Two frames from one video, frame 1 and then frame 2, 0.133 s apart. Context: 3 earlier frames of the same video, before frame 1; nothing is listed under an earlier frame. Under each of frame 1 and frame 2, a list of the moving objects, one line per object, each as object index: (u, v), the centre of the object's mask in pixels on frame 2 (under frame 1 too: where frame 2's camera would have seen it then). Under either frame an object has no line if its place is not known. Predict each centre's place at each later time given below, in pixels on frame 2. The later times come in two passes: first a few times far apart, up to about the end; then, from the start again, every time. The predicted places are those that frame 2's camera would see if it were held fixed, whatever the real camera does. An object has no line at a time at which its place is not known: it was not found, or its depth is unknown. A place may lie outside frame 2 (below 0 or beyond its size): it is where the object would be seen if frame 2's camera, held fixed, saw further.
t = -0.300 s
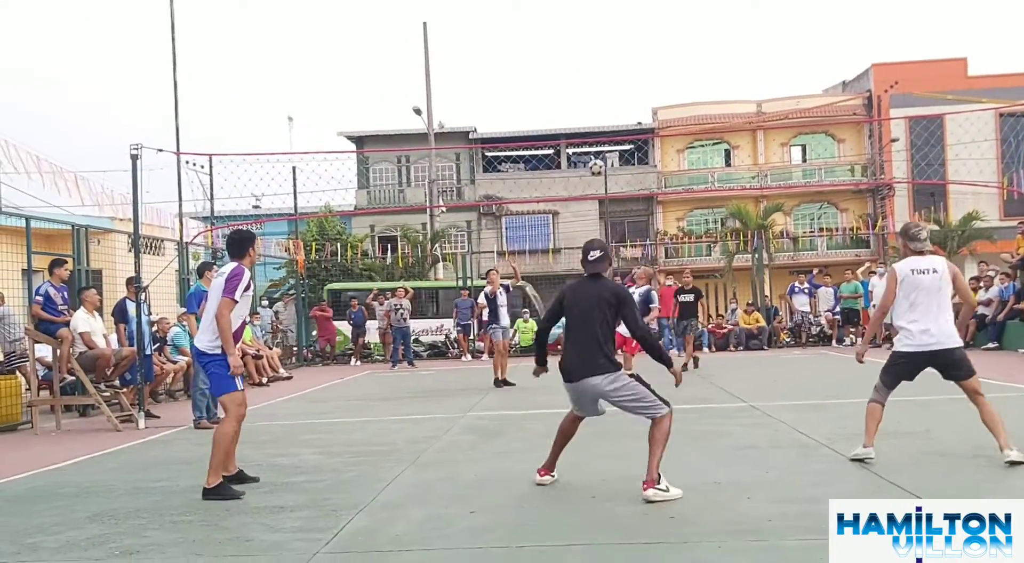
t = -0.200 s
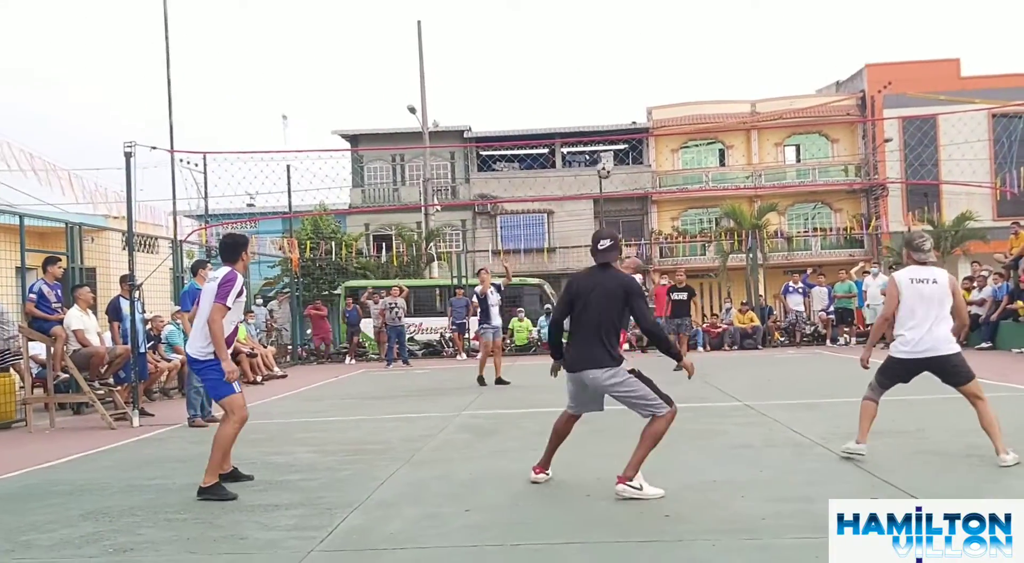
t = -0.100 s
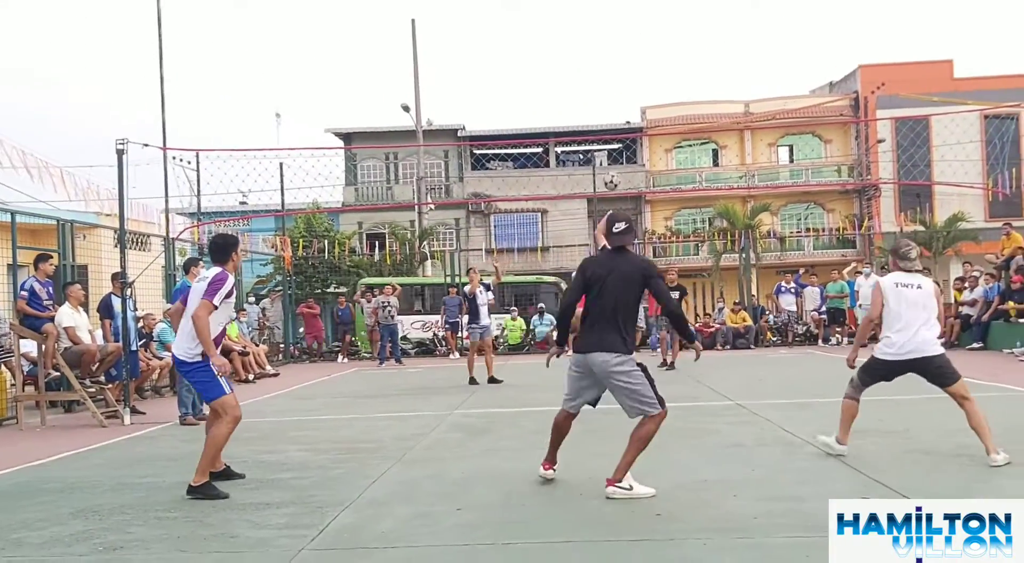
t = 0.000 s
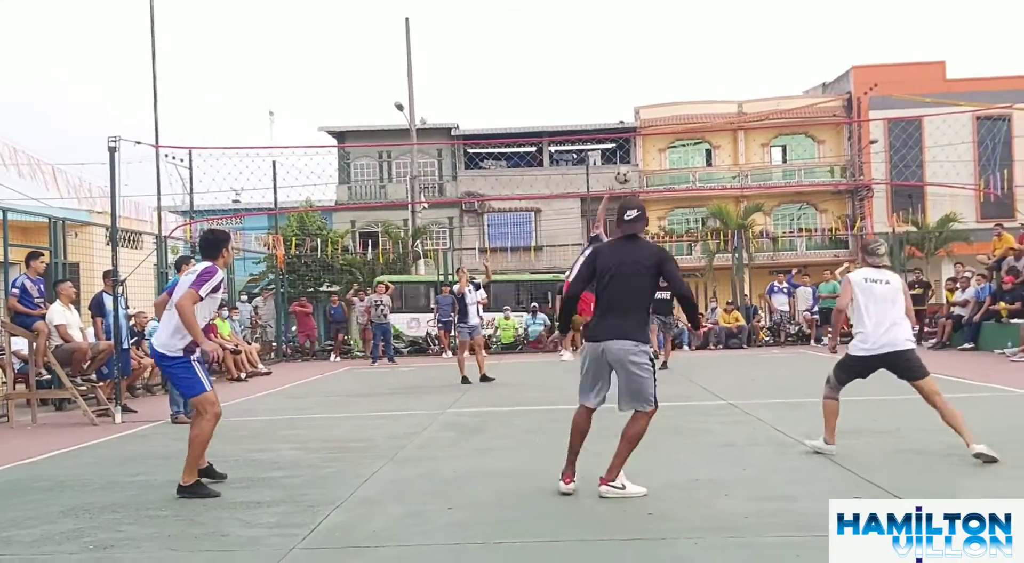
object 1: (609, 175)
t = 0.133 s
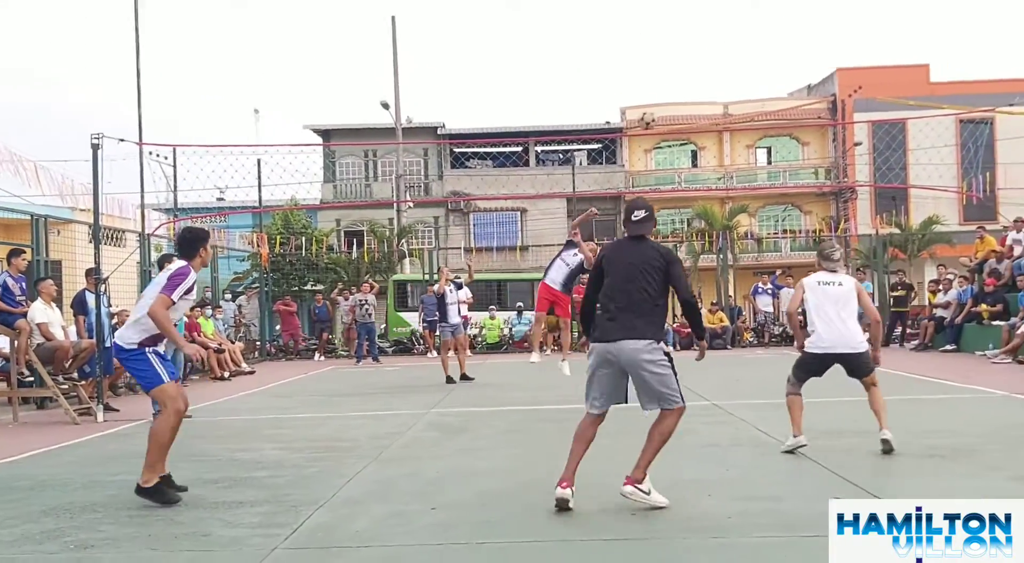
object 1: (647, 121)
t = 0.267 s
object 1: (692, 71)
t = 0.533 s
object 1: (807, 3)
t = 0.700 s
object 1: (908, -8)
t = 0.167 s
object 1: (658, 107)
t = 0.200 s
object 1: (669, 95)
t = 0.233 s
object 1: (680, 82)
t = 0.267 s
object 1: (692, 71)
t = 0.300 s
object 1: (705, 60)
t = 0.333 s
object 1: (717, 50)
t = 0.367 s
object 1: (730, 41)
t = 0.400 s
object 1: (744, 31)
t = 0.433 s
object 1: (759, 23)
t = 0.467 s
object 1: (774, 16)
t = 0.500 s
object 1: (790, 9)
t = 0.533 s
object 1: (807, 3)
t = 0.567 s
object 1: (825, -2)
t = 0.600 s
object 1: (843, -5)
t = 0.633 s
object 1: (864, -8)
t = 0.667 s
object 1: (885, -8)
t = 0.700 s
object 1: (908, -8)
